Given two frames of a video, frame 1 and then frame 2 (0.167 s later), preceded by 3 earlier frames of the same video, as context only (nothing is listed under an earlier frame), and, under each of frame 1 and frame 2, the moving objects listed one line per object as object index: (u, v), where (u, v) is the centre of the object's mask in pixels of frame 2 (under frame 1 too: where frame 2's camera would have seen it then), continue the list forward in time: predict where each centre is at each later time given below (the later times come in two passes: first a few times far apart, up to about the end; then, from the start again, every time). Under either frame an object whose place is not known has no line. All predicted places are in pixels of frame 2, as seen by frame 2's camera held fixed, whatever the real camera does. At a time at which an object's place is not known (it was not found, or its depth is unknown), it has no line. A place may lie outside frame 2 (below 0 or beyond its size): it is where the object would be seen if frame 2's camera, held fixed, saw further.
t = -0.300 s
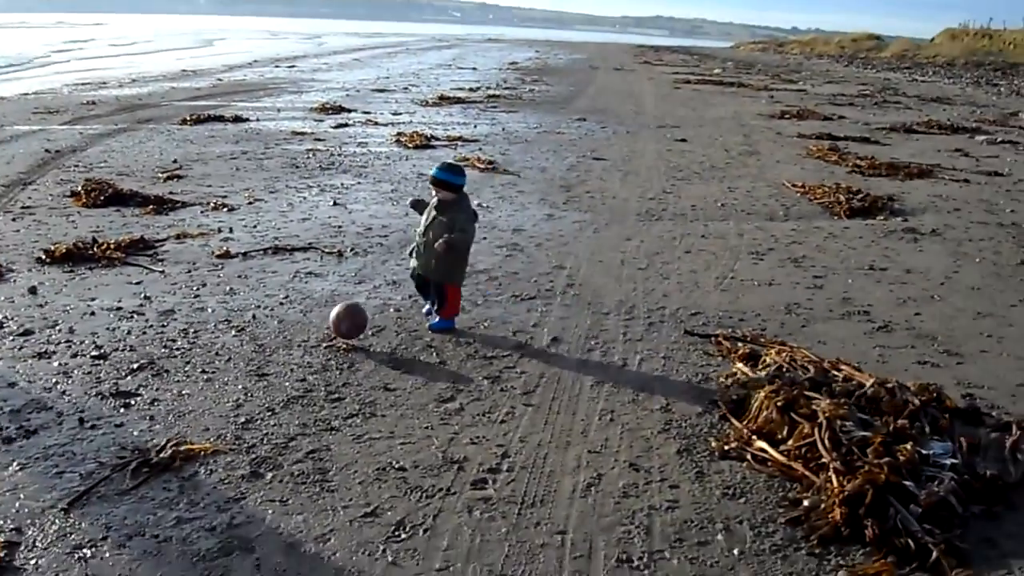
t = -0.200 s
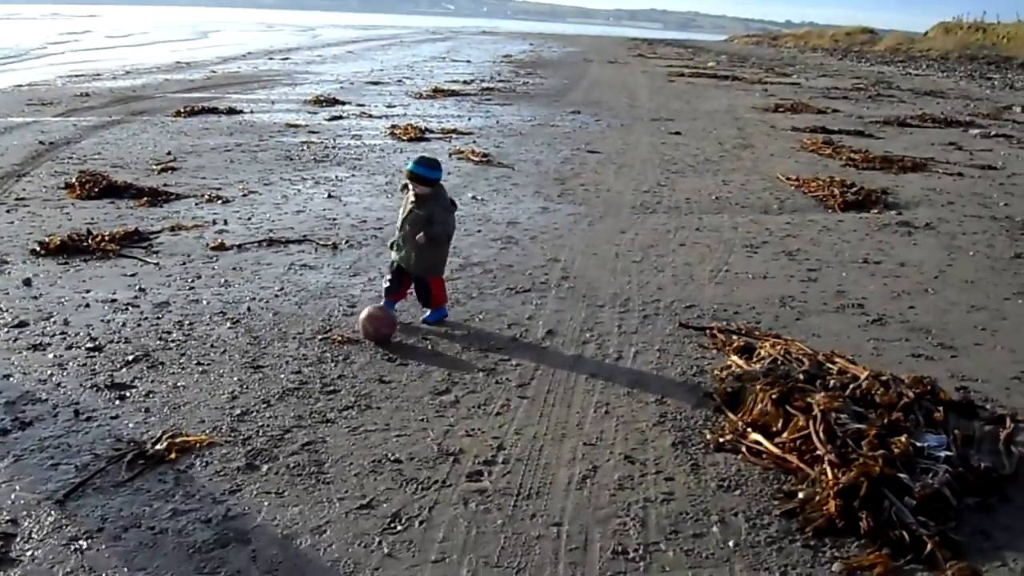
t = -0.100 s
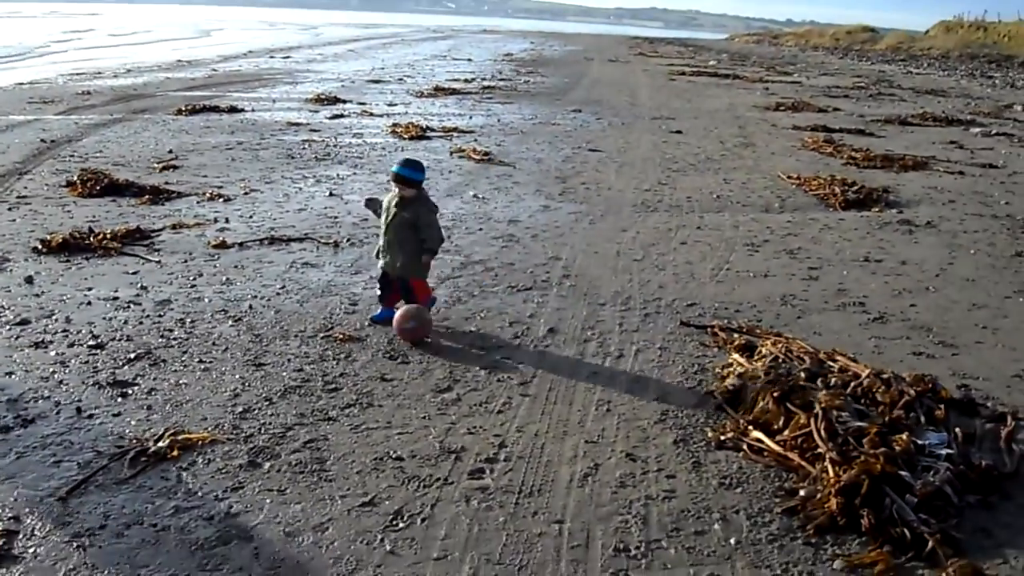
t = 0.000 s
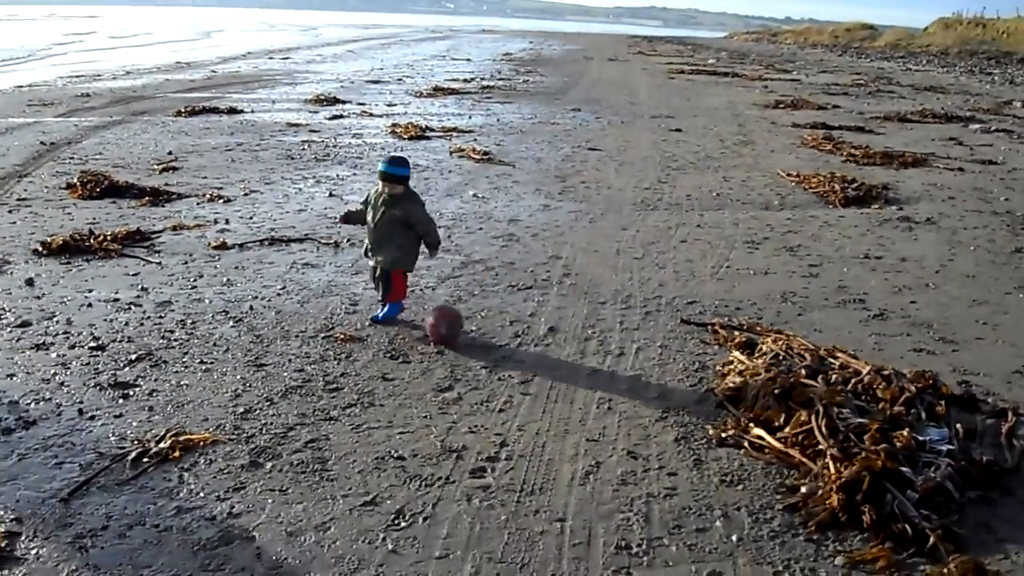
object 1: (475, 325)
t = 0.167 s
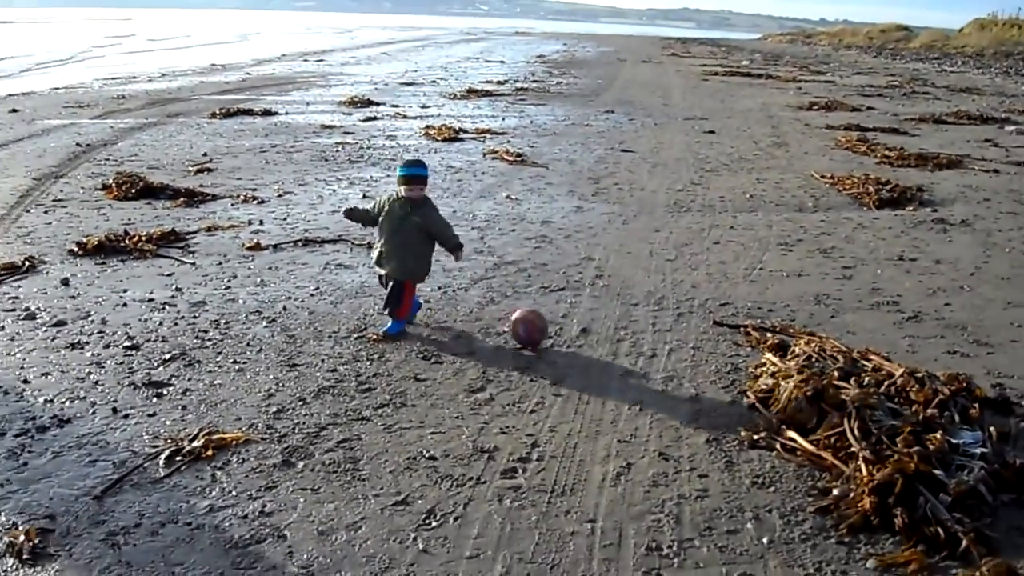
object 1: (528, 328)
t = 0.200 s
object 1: (538, 331)
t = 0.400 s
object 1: (592, 332)
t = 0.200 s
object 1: (538, 331)
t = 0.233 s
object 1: (548, 330)
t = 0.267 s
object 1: (558, 330)
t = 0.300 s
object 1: (567, 333)
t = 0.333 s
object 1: (576, 331)
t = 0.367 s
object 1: (584, 330)
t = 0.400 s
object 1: (592, 332)
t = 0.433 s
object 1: (601, 334)
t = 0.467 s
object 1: (609, 333)
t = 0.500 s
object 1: (617, 333)
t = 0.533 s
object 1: (625, 335)
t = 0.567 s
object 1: (633, 333)
